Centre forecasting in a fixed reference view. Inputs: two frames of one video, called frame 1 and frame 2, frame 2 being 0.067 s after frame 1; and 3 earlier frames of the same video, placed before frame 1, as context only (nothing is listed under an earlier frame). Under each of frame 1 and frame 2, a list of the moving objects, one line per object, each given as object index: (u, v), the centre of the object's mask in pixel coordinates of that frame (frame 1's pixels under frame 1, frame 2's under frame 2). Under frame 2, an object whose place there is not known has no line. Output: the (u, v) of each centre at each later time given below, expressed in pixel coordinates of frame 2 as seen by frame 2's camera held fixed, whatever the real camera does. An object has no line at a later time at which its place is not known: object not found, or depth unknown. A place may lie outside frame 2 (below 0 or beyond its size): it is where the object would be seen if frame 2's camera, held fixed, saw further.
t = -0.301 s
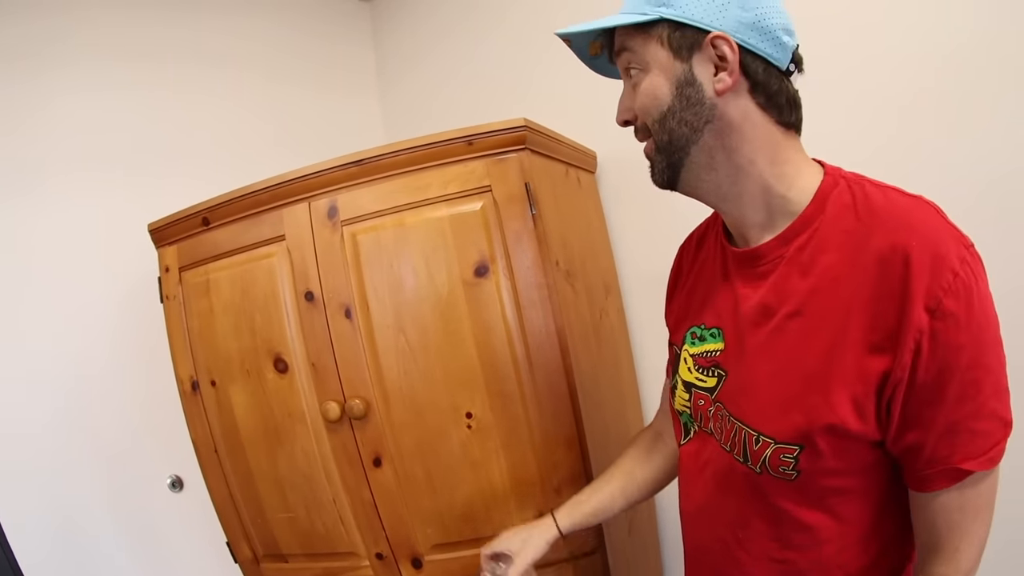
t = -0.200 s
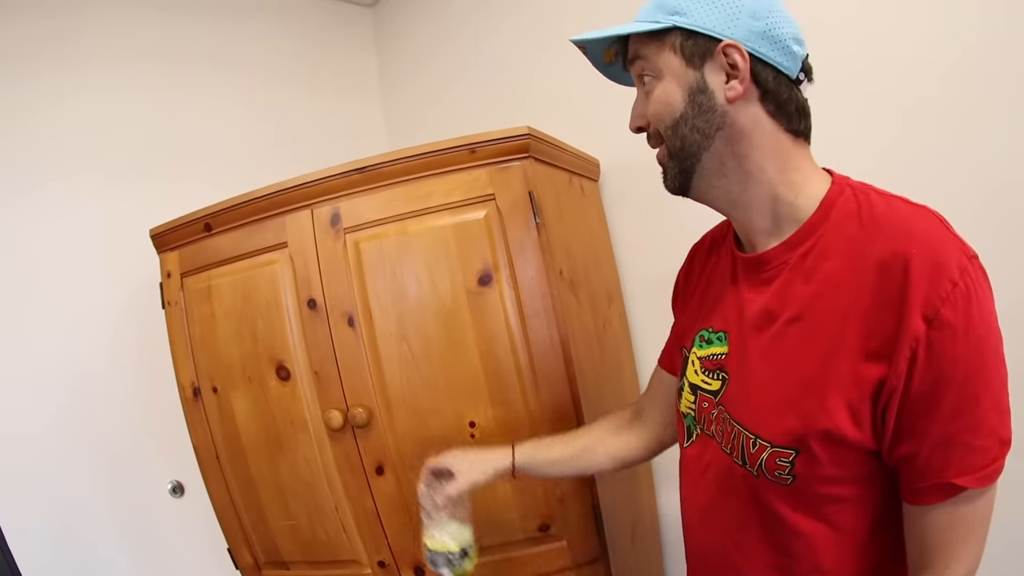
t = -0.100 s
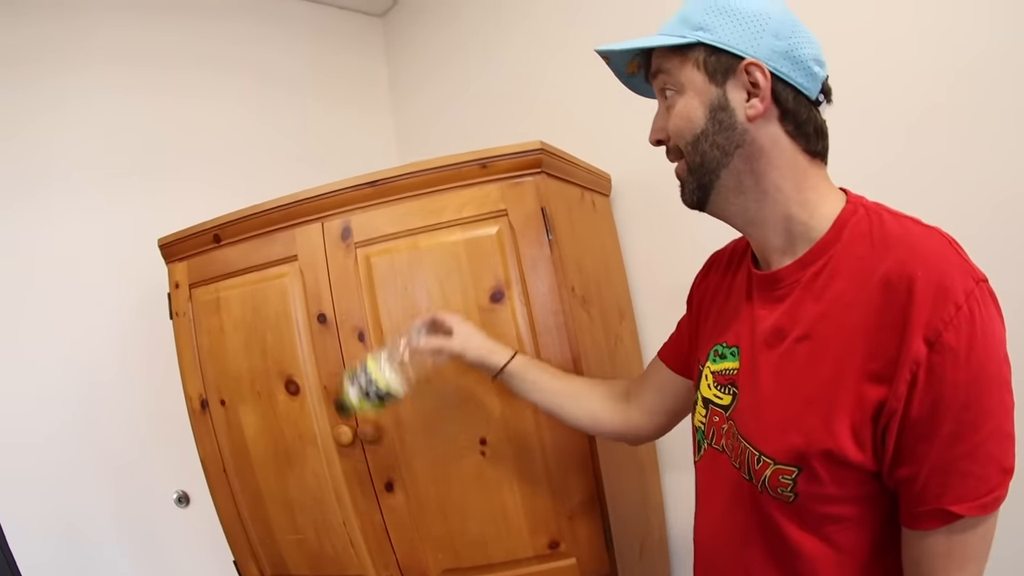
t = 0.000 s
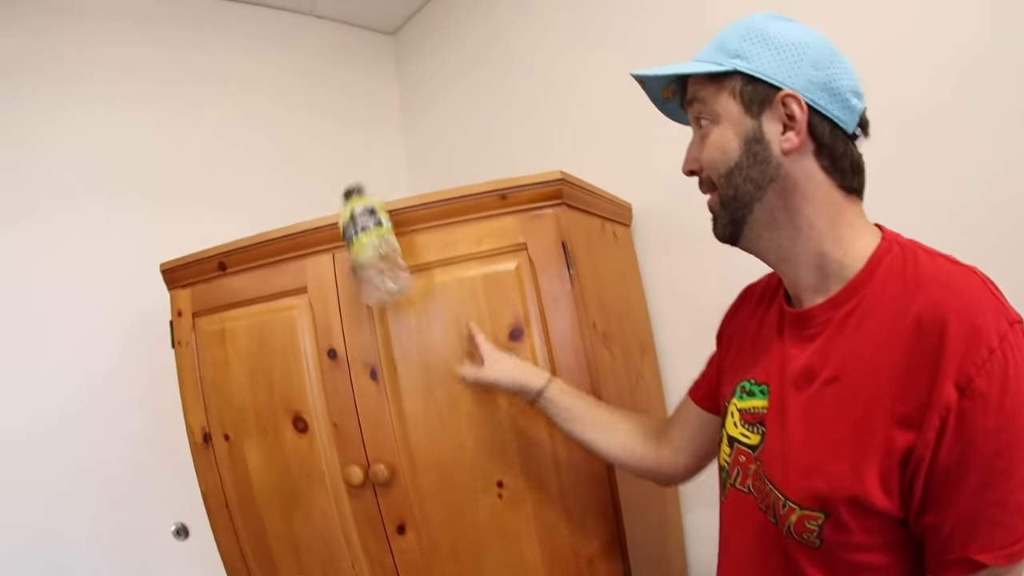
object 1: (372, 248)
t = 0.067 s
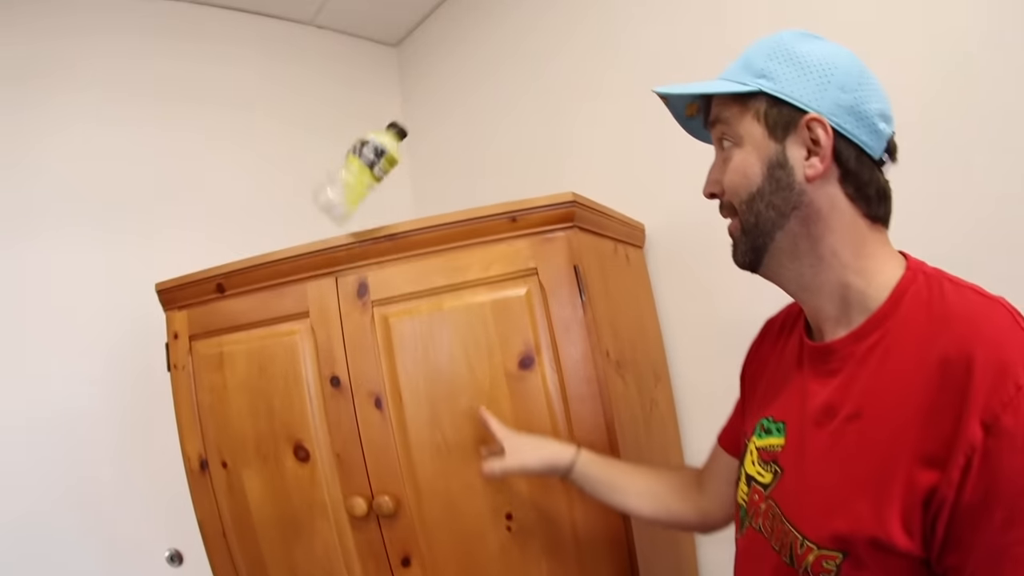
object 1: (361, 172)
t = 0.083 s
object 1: (361, 153)
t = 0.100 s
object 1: (362, 137)
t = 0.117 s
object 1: (364, 123)
